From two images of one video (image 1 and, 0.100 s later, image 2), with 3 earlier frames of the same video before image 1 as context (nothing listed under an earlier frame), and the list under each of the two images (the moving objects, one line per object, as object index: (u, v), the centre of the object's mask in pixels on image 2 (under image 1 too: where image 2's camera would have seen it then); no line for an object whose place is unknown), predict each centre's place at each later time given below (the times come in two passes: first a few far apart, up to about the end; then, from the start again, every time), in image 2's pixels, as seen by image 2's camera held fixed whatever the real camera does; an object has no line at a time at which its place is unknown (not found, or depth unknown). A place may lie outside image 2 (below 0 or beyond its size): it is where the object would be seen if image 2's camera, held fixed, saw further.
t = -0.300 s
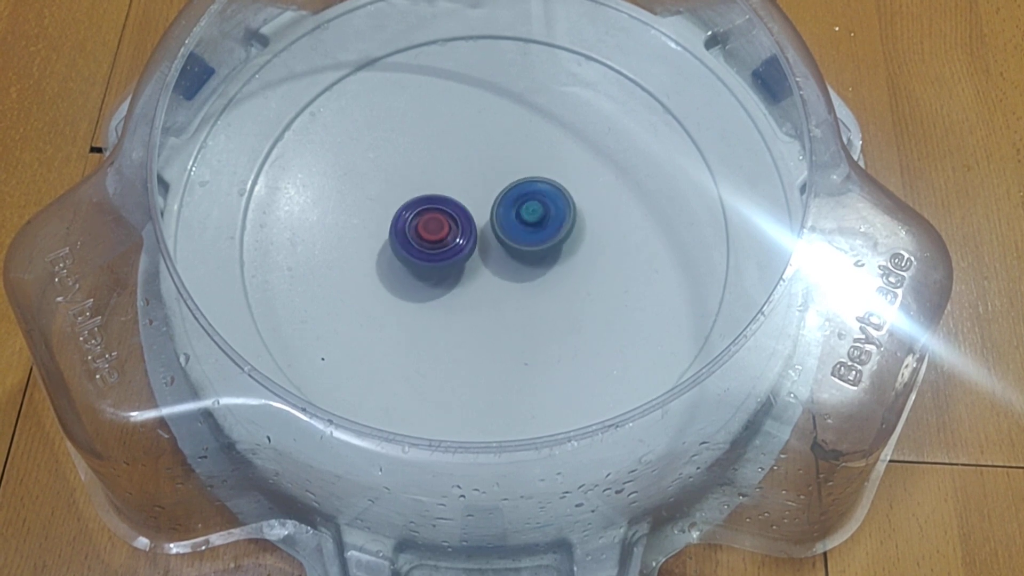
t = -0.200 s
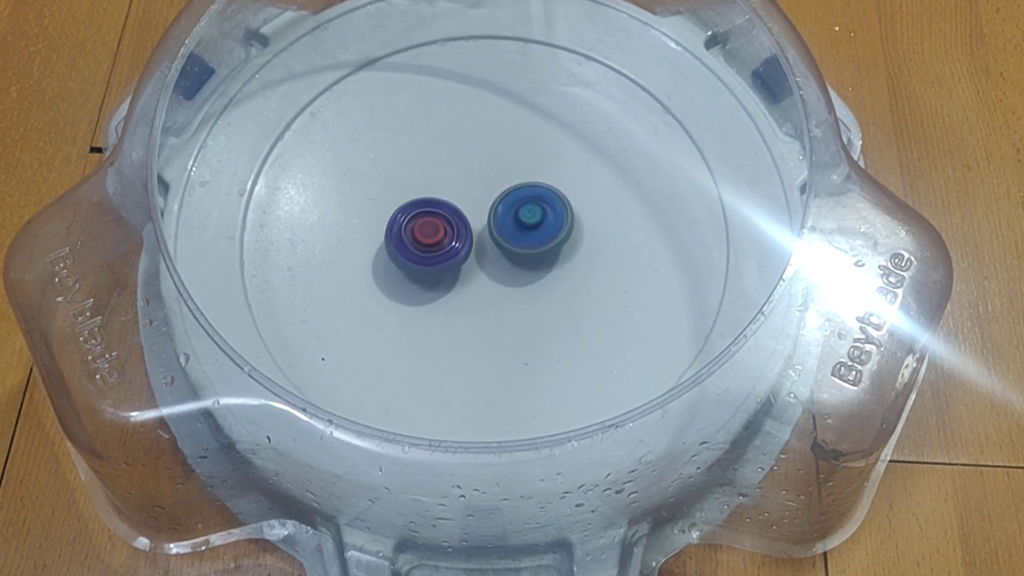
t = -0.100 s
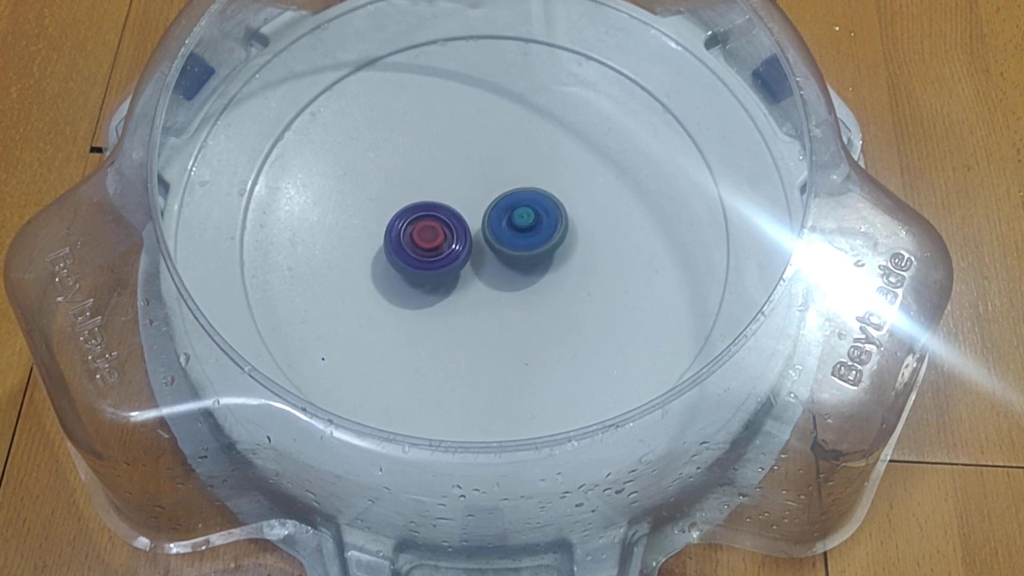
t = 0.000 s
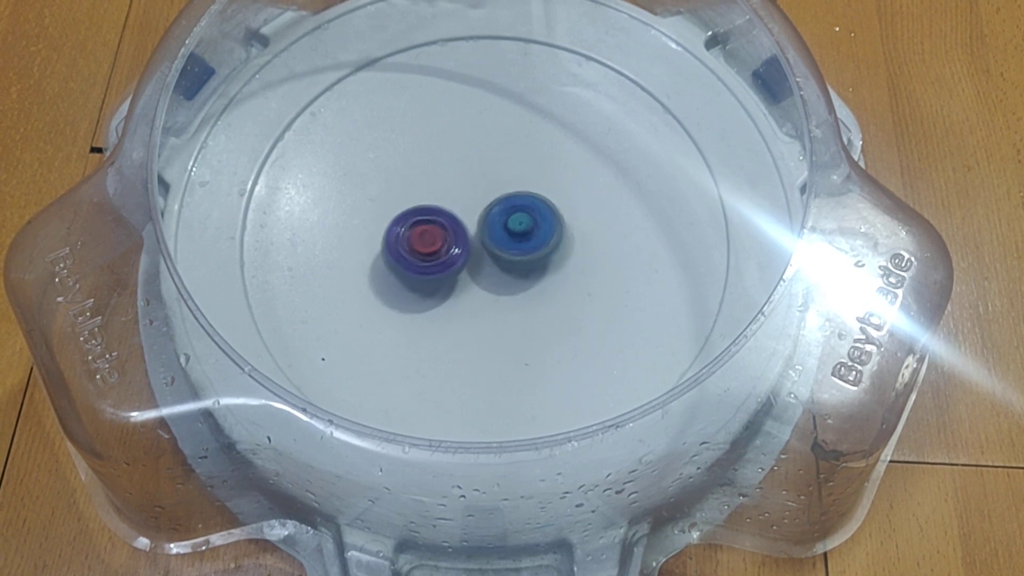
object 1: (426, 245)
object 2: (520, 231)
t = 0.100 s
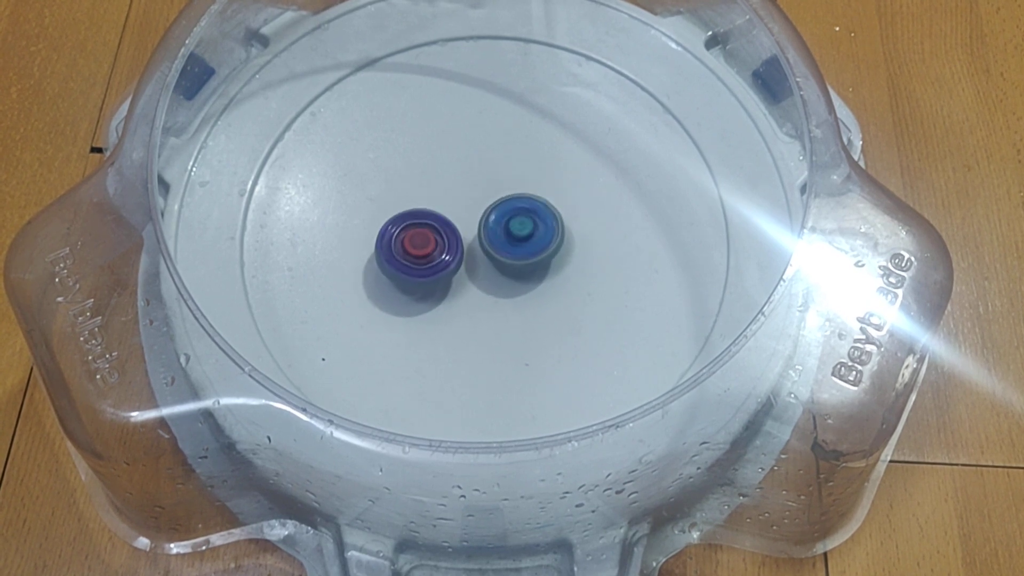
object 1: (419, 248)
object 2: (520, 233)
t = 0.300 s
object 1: (423, 255)
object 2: (513, 235)
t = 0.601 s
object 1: (411, 262)
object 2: (533, 230)
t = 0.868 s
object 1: (436, 257)
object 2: (533, 232)
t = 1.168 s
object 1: (397, 245)
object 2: (565, 229)
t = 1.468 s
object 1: (425, 252)
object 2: (550, 230)
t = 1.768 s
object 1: (447, 254)
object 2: (528, 216)
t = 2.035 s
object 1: (471, 256)
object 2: (528, 198)
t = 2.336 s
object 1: (477, 277)
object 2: (536, 193)
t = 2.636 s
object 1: (488, 280)
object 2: (507, 205)
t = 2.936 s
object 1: (496, 273)
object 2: (470, 190)
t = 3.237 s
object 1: (496, 252)
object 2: (463, 175)
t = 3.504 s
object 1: (504, 265)
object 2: (469, 168)
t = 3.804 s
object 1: (512, 262)
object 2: (445, 178)
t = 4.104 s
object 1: (518, 263)
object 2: (423, 169)
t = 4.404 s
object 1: (506, 253)
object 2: (418, 188)
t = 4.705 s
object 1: (487, 239)
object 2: (392, 217)
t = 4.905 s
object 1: (476, 228)
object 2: (379, 229)
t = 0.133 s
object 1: (419, 250)
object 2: (519, 234)
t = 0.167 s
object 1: (419, 252)
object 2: (518, 234)
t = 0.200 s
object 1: (420, 253)
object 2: (516, 235)
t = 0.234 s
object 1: (422, 254)
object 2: (514, 235)
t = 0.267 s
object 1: (424, 255)
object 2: (513, 235)
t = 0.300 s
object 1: (423, 255)
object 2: (513, 235)
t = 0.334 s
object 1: (423, 256)
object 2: (513, 237)
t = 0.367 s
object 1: (424, 255)
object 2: (512, 236)
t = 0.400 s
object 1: (425, 257)
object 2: (512, 236)
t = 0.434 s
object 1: (416, 258)
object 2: (522, 234)
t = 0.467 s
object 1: (410, 259)
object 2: (526, 234)
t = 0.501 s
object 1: (409, 259)
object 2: (528, 233)
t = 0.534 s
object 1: (409, 260)
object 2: (530, 232)
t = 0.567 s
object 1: (410, 261)
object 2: (532, 231)
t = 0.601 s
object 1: (411, 262)
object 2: (533, 230)
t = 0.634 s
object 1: (412, 263)
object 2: (534, 230)
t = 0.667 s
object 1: (415, 263)
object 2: (535, 230)
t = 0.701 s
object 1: (418, 263)
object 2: (535, 230)
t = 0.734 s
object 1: (421, 262)
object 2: (535, 230)
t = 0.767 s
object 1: (424, 261)
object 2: (535, 230)
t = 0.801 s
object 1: (428, 260)
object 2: (535, 231)
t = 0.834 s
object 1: (432, 259)
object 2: (534, 231)
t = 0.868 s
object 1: (436, 257)
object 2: (533, 232)
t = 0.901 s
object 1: (439, 256)
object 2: (531, 233)
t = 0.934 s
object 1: (442, 253)
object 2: (529, 233)
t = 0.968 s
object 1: (430, 252)
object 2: (543, 231)
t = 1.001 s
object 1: (413, 250)
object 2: (557, 231)
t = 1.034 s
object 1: (401, 247)
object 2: (560, 232)
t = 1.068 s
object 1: (396, 245)
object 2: (561, 231)
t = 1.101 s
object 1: (395, 244)
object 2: (563, 229)
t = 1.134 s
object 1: (396, 245)
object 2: (565, 229)
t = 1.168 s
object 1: (397, 245)
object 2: (565, 229)
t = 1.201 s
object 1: (399, 246)
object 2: (566, 229)
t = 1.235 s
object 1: (401, 248)
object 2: (566, 229)
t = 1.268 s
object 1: (403, 249)
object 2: (565, 229)
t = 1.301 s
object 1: (406, 250)
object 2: (564, 229)
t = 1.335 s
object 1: (409, 250)
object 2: (562, 230)
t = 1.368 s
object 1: (413, 252)
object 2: (560, 230)
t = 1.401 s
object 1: (417, 251)
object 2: (557, 230)
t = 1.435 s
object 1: (421, 253)
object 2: (554, 230)
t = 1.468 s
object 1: (425, 252)
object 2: (550, 230)
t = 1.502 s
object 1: (430, 252)
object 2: (547, 228)
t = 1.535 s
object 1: (434, 252)
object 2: (542, 228)
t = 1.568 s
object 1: (438, 252)
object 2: (537, 226)
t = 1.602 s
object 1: (442, 252)
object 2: (534, 225)
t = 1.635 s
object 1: (445, 252)
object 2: (529, 223)
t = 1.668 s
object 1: (444, 251)
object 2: (530, 222)
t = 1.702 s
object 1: (445, 252)
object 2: (528, 221)
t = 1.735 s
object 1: (445, 254)
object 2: (528, 217)
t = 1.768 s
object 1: (447, 254)
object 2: (528, 216)
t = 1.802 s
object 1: (450, 254)
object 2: (527, 211)
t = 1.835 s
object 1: (453, 255)
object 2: (528, 209)
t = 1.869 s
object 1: (456, 254)
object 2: (527, 207)
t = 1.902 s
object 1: (459, 255)
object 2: (528, 204)
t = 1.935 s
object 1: (462, 255)
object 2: (528, 202)
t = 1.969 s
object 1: (465, 256)
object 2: (528, 200)
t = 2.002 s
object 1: (468, 256)
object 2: (528, 199)
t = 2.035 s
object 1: (471, 256)
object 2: (528, 198)
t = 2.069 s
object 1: (469, 261)
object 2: (531, 194)
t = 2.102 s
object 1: (466, 266)
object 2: (535, 194)
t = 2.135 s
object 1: (467, 268)
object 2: (535, 193)
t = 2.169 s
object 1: (468, 270)
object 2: (536, 191)
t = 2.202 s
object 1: (470, 273)
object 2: (537, 191)
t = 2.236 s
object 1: (472, 273)
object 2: (537, 189)
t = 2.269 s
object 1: (473, 274)
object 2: (537, 191)
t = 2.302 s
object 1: (475, 276)
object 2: (537, 192)
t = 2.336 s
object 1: (477, 277)
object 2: (536, 193)
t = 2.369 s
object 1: (478, 277)
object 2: (535, 195)
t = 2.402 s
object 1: (479, 280)
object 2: (533, 195)
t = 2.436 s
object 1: (481, 280)
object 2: (531, 197)
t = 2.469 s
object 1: (483, 280)
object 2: (528, 198)
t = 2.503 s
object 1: (484, 280)
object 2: (525, 199)
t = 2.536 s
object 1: (485, 280)
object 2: (521, 202)
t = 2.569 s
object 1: (486, 280)
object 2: (516, 203)
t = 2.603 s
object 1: (487, 280)
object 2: (513, 204)
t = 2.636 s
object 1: (488, 280)
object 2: (507, 205)
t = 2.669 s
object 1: (489, 281)
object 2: (501, 205)
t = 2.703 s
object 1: (491, 279)
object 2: (497, 204)
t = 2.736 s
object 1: (491, 281)
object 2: (493, 204)
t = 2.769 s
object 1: (493, 281)
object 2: (489, 202)
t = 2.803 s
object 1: (493, 280)
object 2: (485, 200)
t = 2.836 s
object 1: (494, 279)
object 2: (479, 198)
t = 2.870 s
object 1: (495, 277)
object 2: (478, 195)
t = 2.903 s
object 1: (496, 276)
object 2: (474, 194)
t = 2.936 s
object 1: (496, 273)
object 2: (470, 190)
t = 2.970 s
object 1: (496, 269)
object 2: (469, 186)
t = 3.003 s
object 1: (496, 267)
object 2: (466, 185)
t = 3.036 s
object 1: (496, 264)
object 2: (464, 183)
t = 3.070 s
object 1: (496, 262)
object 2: (464, 181)
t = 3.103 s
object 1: (496, 260)
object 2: (463, 179)
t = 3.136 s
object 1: (496, 257)
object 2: (463, 178)
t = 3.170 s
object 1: (495, 254)
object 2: (463, 178)
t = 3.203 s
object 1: (495, 249)
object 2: (464, 177)
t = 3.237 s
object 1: (496, 252)
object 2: (463, 175)
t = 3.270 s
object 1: (498, 263)
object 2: (464, 164)
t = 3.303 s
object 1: (498, 267)
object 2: (468, 166)
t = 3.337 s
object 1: (498, 267)
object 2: (467, 168)
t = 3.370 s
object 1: (500, 269)
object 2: (465, 164)
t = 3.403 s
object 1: (501, 267)
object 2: (467, 160)
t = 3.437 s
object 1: (502, 265)
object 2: (470, 164)
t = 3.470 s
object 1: (503, 264)
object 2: (469, 167)
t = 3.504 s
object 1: (504, 265)
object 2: (469, 168)
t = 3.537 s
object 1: (505, 264)
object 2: (470, 170)
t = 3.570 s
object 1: (506, 263)
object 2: (470, 173)
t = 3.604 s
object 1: (506, 260)
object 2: (469, 177)
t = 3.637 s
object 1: (507, 257)
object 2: (468, 182)
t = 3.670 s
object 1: (507, 256)
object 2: (464, 184)
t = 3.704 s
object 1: (507, 254)
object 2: (463, 185)
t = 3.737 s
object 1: (506, 252)
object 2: (462, 189)
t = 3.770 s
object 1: (509, 255)
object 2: (454, 187)
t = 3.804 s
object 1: (512, 262)
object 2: (445, 178)
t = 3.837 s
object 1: (513, 263)
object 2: (439, 175)
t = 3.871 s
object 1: (515, 263)
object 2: (436, 173)
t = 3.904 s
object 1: (516, 264)
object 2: (433, 174)
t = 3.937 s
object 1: (516, 264)
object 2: (432, 173)
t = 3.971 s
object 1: (516, 264)
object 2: (431, 172)
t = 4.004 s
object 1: (517, 264)
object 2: (429, 176)
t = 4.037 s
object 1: (517, 263)
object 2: (425, 172)
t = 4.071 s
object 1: (518, 263)
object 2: (423, 170)
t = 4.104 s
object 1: (518, 263)
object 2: (423, 169)
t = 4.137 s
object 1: (517, 262)
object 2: (424, 169)
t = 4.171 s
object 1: (517, 261)
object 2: (425, 173)
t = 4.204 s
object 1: (516, 260)
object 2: (425, 176)
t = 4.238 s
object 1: (515, 259)
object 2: (422, 176)
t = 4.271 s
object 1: (513, 258)
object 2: (420, 176)
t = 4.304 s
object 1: (512, 257)
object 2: (421, 177)
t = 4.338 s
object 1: (510, 256)
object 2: (423, 180)
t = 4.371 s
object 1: (508, 254)
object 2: (421, 184)
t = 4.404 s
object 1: (506, 253)
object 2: (418, 188)
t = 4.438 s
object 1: (504, 252)
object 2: (417, 190)
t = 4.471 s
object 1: (502, 250)
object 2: (414, 194)
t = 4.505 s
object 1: (500, 249)
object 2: (412, 198)
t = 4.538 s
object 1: (498, 247)
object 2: (409, 201)
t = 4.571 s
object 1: (496, 246)
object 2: (406, 204)
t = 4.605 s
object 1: (493, 244)
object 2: (402, 207)
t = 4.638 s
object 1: (491, 242)
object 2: (399, 211)
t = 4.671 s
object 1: (489, 240)
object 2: (396, 215)
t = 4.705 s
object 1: (487, 239)
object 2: (392, 217)
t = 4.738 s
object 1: (485, 237)
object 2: (389, 221)
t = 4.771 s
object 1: (483, 236)
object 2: (386, 223)
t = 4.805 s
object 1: (481, 234)
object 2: (383, 226)
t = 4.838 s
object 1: (480, 232)
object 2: (381, 228)
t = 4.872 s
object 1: (478, 230)
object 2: (380, 229)
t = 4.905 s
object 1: (476, 228)
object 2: (379, 229)
